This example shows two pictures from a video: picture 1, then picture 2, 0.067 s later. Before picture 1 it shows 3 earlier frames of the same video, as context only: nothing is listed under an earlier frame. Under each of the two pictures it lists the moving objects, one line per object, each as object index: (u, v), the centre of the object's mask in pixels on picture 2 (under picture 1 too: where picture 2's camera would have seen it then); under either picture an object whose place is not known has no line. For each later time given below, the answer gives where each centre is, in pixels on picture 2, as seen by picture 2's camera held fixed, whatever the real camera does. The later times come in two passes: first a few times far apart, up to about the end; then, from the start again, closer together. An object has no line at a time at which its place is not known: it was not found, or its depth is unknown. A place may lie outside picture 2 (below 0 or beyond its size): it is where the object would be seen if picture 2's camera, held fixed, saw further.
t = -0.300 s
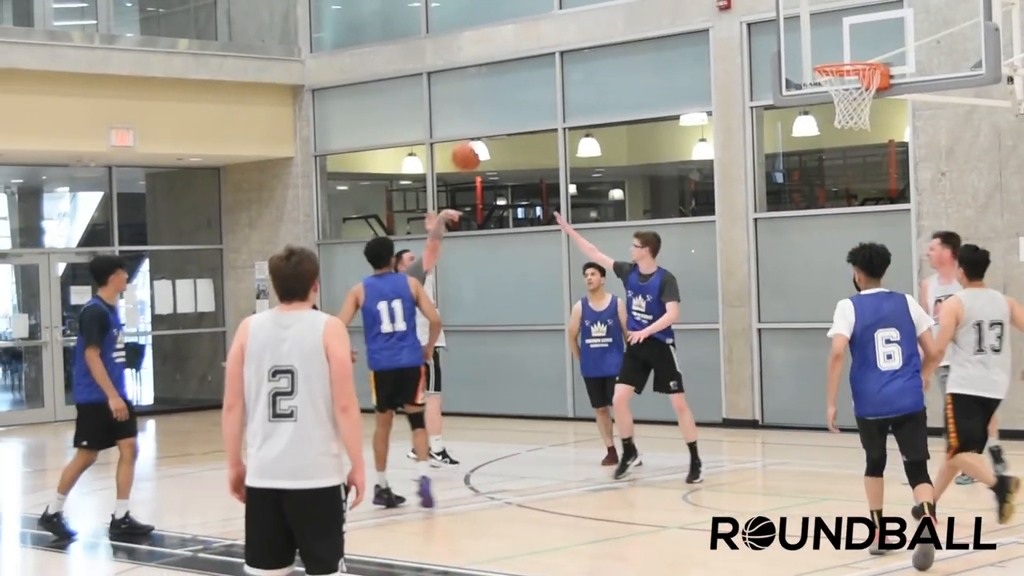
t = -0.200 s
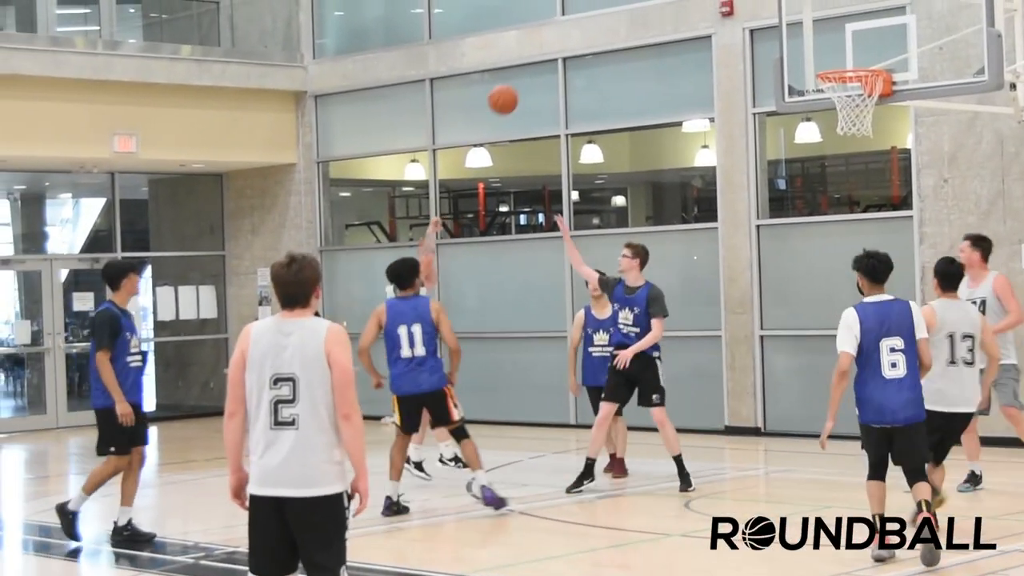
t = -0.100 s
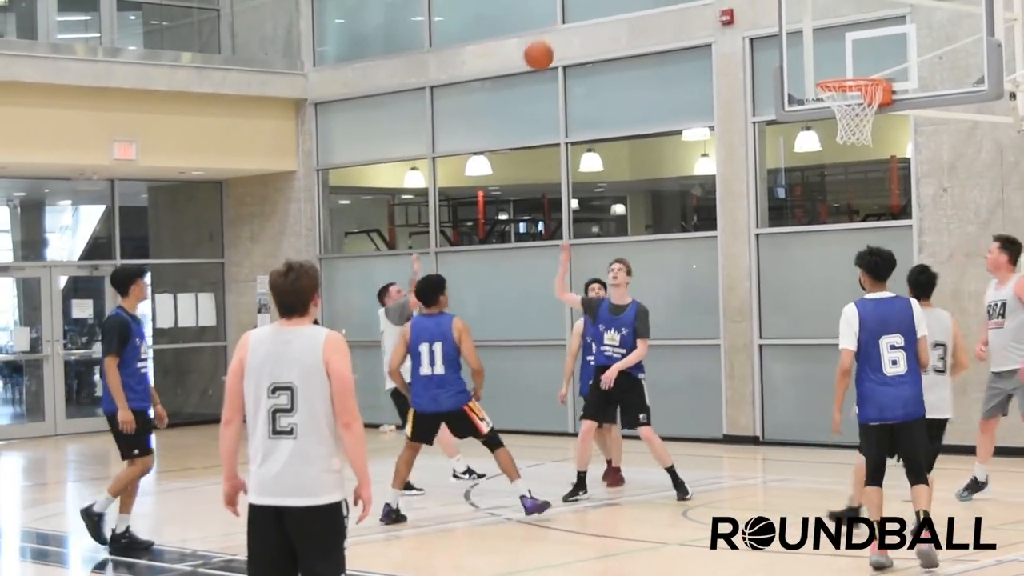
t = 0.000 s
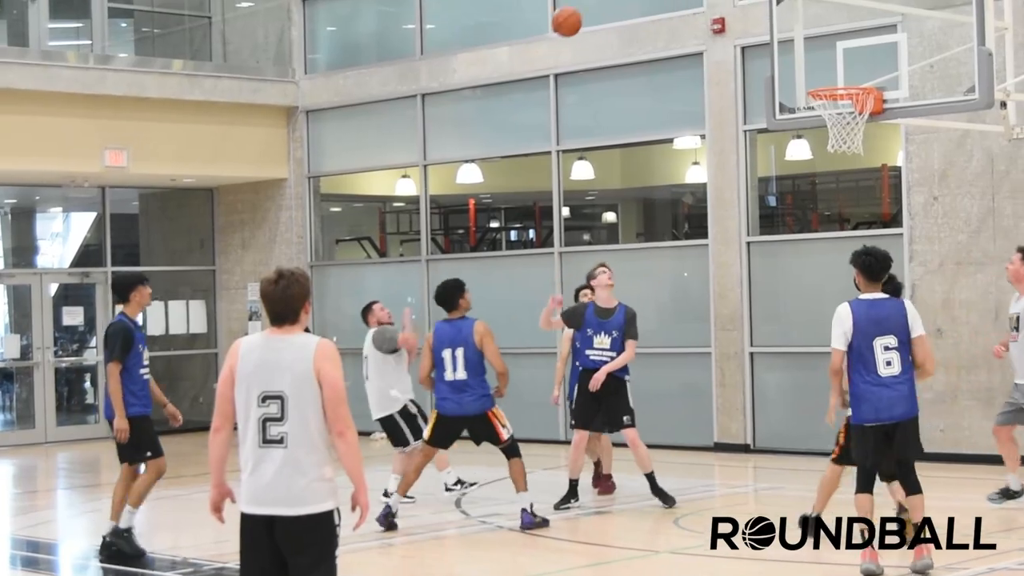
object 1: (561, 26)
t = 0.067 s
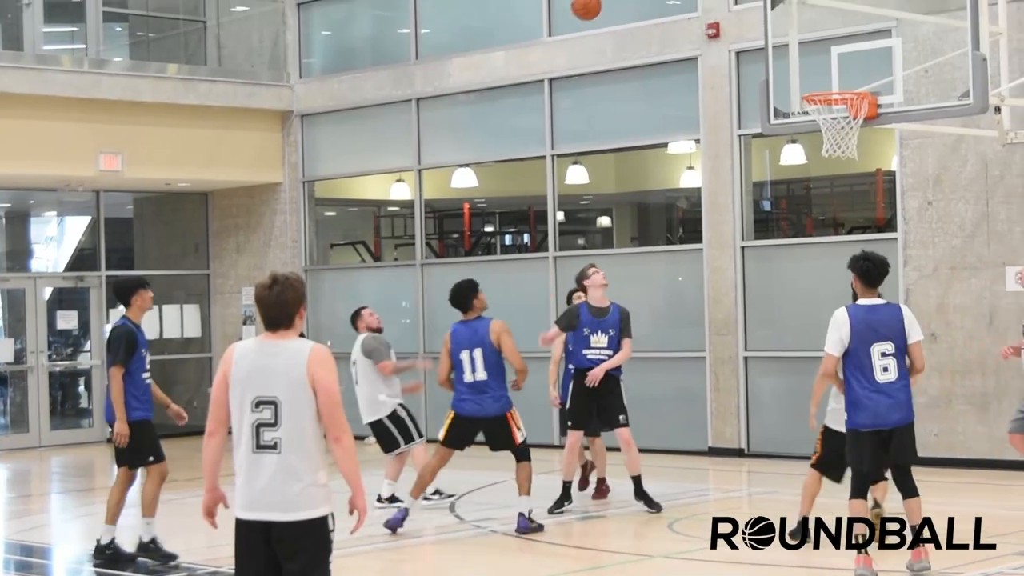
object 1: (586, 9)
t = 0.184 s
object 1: (631, -6)
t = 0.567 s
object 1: (788, 21)
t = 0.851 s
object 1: (815, 121)
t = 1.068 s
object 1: (829, 179)
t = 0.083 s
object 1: (592, 6)
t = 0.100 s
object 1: (599, 3)
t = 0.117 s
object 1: (605, 0)
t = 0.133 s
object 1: (612, -2)
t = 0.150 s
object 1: (618, -4)
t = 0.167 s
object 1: (624, -5)
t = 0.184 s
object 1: (631, -6)
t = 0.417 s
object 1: (724, -6)
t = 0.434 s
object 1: (731, -6)
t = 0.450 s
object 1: (739, -4)
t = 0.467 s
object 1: (745, -3)
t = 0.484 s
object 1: (752, -1)
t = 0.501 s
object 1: (760, 2)
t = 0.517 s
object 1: (766, 4)
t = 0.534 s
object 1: (773, 9)
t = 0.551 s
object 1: (780, 15)
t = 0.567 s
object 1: (788, 21)
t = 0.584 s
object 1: (796, 26)
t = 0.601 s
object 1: (803, 33)
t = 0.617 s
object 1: (811, 41)
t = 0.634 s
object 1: (818, 48)
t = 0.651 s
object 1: (826, 56)
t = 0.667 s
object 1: (833, 64)
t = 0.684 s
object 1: (841, 72)
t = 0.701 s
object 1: (849, 80)
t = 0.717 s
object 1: (856, 84)
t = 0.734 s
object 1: (848, 86)
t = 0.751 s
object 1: (839, 100)
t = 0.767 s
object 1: (828, 106)
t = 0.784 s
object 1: (820, 111)
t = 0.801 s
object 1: (816, 113)
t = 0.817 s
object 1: (815, 116)
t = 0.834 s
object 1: (815, 118)
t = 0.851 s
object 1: (815, 121)
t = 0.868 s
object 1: (816, 124)
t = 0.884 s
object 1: (817, 126)
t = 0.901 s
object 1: (818, 129)
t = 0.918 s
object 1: (819, 132)
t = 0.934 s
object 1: (822, 139)
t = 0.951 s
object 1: (822, 138)
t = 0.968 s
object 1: (823, 148)
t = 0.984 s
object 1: (823, 148)
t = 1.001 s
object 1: (825, 158)
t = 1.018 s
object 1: (826, 162)
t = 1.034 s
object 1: (827, 166)
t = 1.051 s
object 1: (828, 172)
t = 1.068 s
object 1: (829, 179)
